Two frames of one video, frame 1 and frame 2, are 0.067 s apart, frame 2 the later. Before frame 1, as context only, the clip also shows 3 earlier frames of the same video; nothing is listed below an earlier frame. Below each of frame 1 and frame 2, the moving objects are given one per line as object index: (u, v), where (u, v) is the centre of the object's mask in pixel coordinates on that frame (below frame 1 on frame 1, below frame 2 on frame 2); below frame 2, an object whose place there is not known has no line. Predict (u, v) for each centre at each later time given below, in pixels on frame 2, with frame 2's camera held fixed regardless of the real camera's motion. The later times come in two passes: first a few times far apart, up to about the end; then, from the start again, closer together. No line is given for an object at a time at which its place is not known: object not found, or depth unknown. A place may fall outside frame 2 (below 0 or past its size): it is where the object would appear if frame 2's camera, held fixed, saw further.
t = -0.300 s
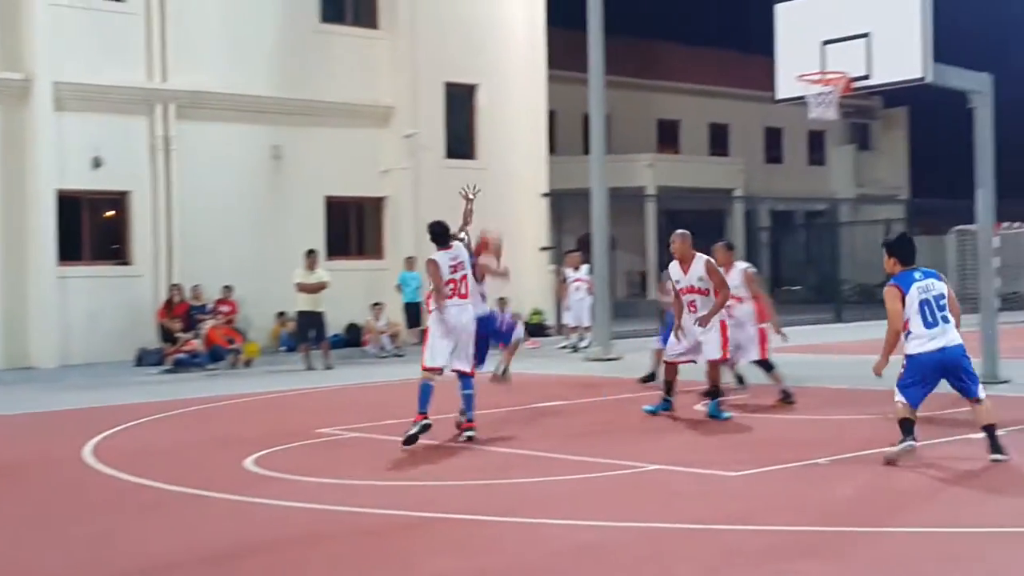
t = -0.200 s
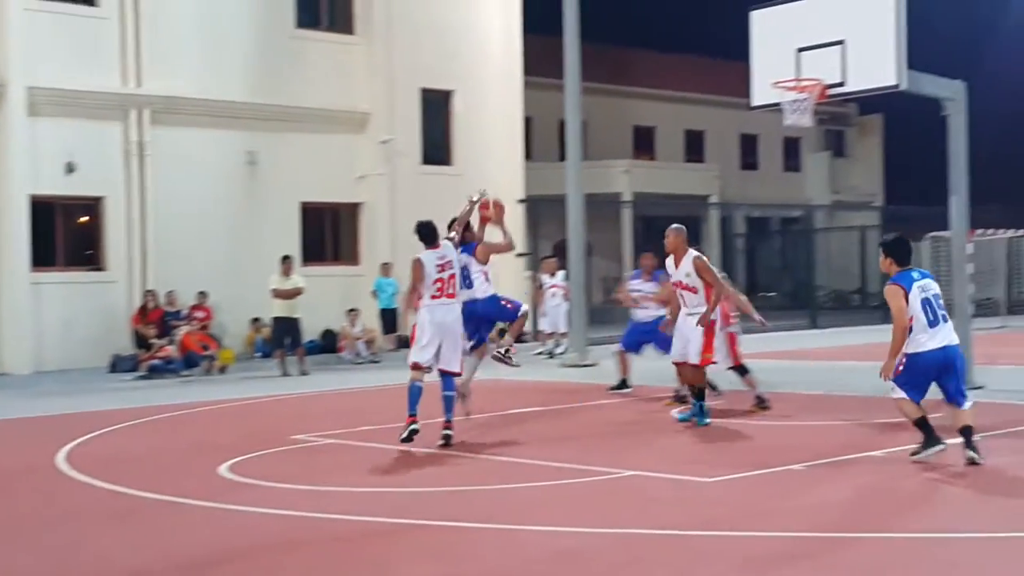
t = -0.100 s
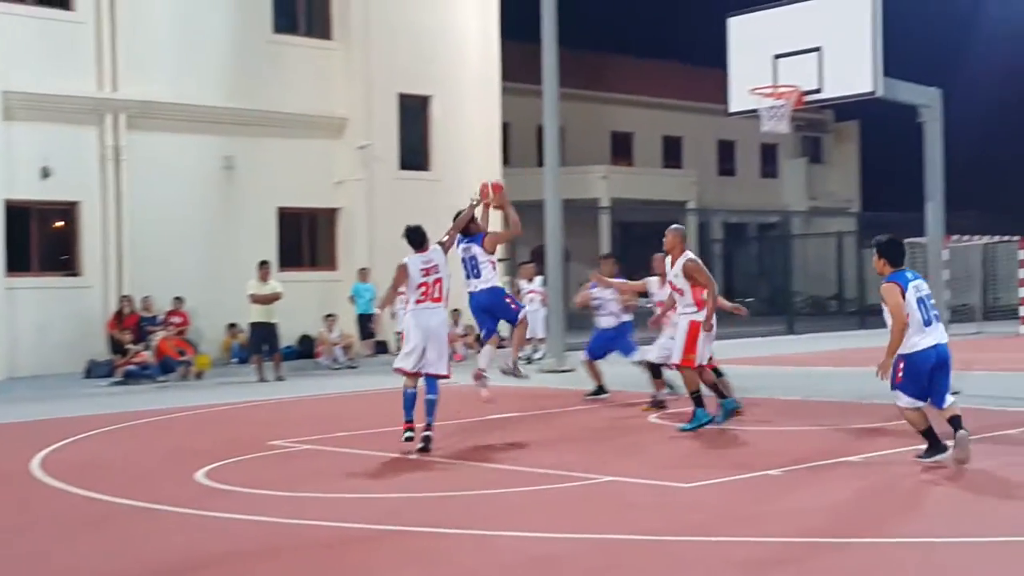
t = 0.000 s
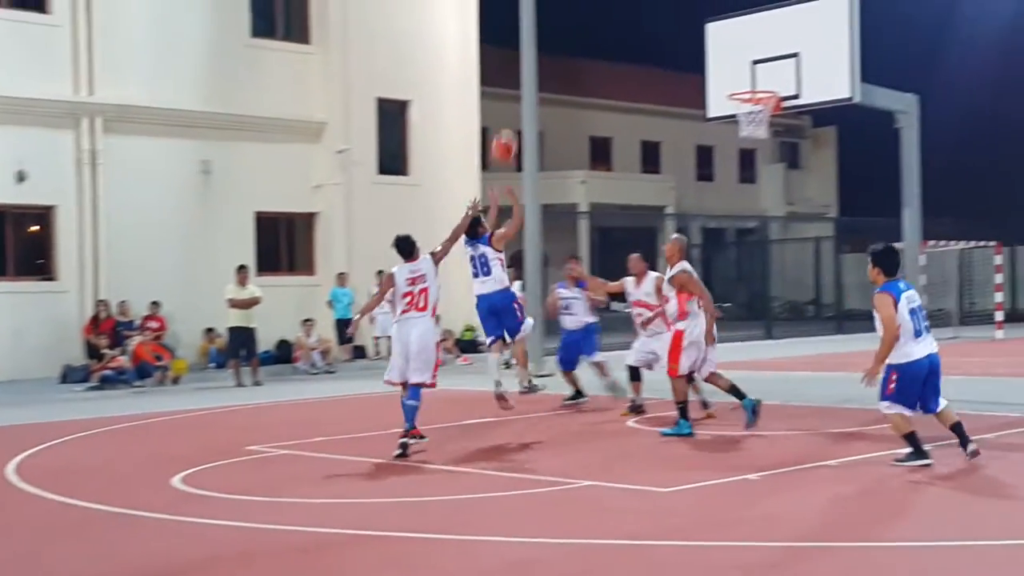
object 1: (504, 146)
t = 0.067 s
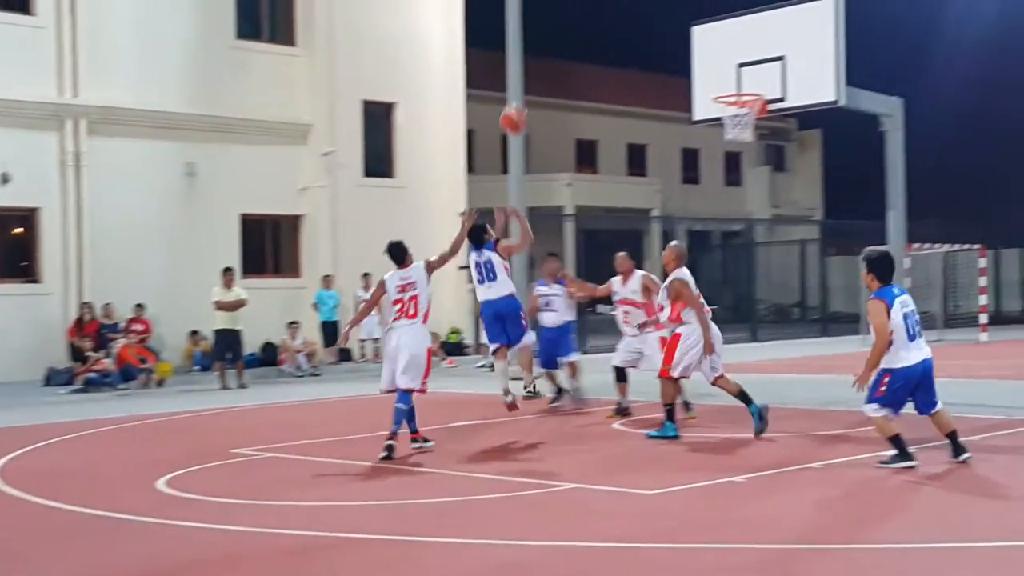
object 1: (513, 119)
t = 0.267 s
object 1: (580, 59)
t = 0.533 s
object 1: (665, 46)
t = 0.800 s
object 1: (740, 84)
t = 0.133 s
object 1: (537, 93)
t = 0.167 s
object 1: (548, 83)
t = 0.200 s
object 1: (558, 74)
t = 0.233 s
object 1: (569, 66)
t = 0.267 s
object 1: (580, 59)
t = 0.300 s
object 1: (591, 54)
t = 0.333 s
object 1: (602, 49)
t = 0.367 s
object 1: (613, 46)
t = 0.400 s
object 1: (623, 44)
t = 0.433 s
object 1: (633, 43)
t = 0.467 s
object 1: (644, 42)
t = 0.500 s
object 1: (654, 44)
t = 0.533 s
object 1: (665, 46)
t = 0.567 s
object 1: (675, 50)
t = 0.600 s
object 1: (685, 54)
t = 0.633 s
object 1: (694, 60)
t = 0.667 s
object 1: (706, 67)
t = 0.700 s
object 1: (716, 75)
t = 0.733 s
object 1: (725, 83)
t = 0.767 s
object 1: (734, 86)
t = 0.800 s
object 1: (740, 84)
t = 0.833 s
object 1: (746, 80)
